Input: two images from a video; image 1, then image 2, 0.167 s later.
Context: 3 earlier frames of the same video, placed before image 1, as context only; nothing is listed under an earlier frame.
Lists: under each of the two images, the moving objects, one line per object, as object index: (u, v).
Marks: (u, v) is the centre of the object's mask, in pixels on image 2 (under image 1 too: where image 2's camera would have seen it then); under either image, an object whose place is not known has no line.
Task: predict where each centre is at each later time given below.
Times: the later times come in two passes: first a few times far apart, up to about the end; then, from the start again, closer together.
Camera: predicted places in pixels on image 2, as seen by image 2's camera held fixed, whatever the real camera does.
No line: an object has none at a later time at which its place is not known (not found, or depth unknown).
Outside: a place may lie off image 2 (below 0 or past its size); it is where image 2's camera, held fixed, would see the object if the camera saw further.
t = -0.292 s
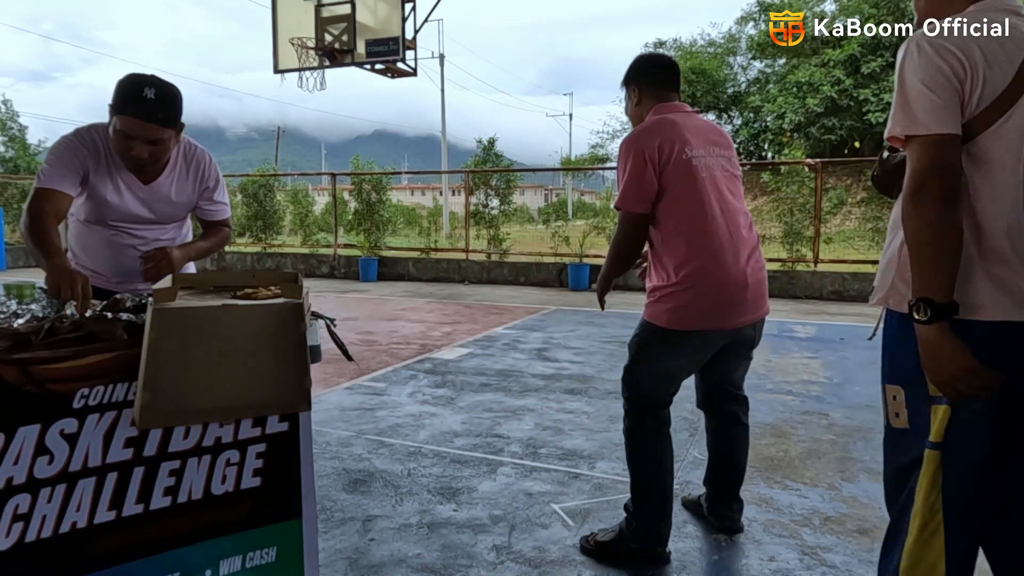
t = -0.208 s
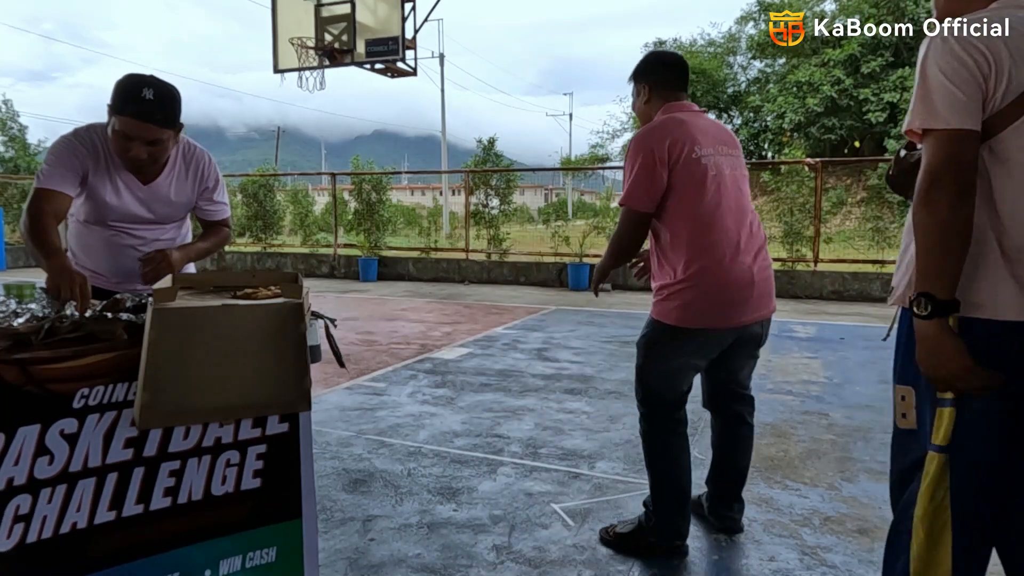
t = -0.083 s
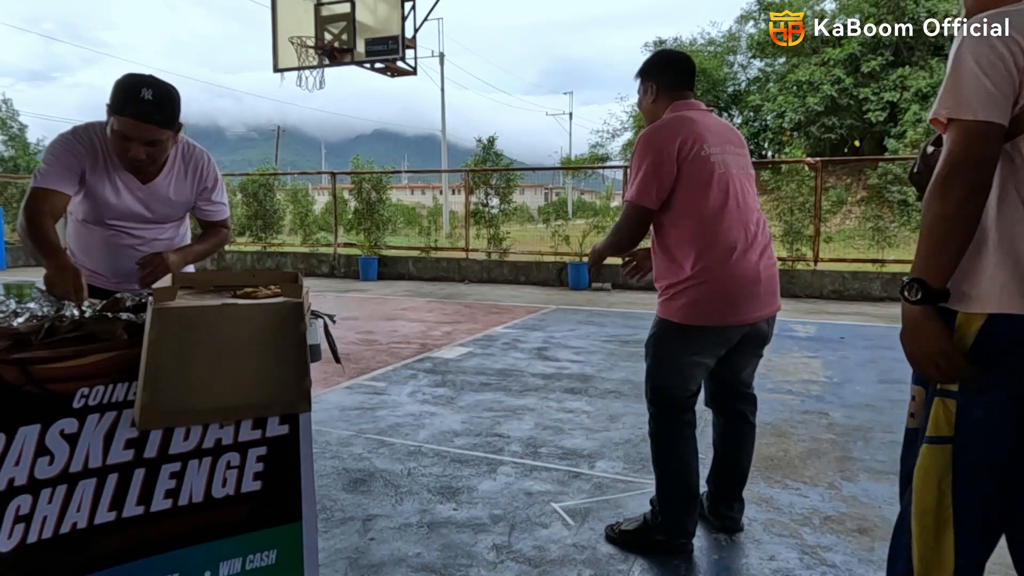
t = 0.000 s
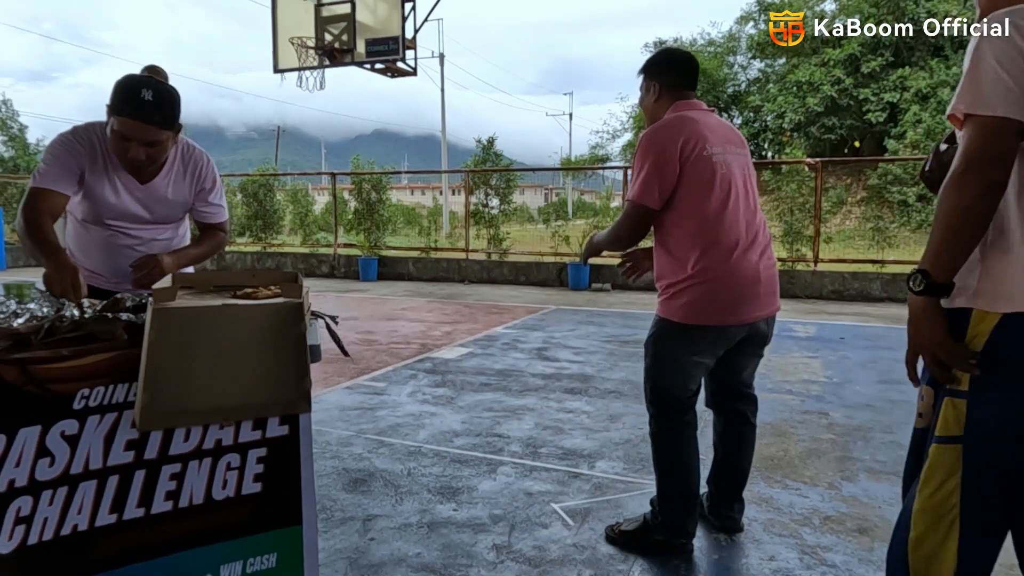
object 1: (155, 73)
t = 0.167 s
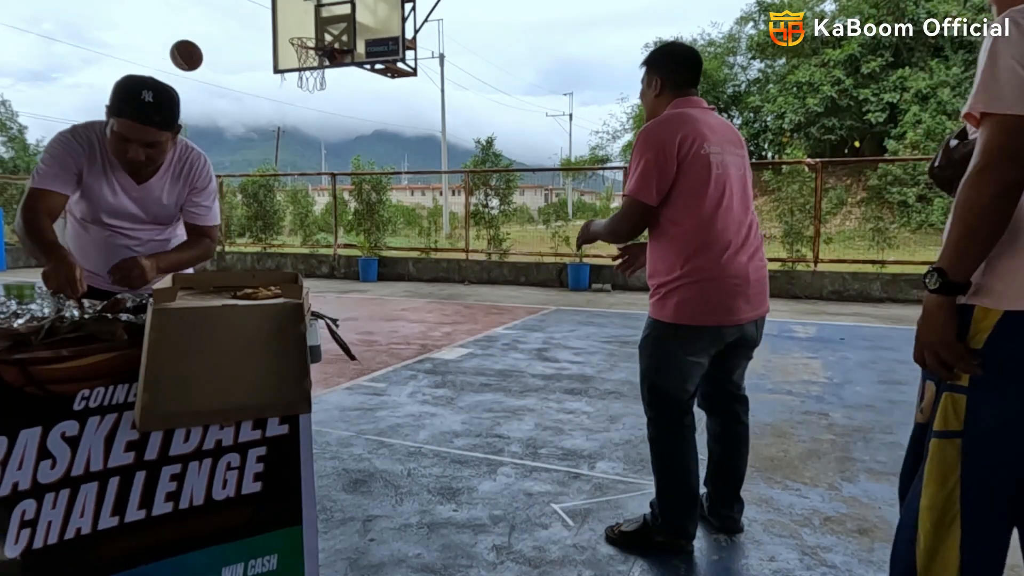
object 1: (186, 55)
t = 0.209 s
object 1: (196, 54)
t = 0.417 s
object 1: (255, 89)
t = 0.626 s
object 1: (336, 218)
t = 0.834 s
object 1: (439, 367)
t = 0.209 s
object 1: (196, 54)
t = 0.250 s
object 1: (206, 56)
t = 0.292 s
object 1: (217, 59)
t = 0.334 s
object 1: (229, 66)
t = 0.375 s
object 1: (241, 76)
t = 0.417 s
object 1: (255, 89)
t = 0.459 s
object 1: (269, 106)
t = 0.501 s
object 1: (284, 126)
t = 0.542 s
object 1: (300, 152)
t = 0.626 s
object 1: (336, 218)
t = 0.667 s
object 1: (356, 259)
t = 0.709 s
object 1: (378, 307)
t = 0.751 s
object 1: (401, 362)
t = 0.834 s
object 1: (439, 367)
